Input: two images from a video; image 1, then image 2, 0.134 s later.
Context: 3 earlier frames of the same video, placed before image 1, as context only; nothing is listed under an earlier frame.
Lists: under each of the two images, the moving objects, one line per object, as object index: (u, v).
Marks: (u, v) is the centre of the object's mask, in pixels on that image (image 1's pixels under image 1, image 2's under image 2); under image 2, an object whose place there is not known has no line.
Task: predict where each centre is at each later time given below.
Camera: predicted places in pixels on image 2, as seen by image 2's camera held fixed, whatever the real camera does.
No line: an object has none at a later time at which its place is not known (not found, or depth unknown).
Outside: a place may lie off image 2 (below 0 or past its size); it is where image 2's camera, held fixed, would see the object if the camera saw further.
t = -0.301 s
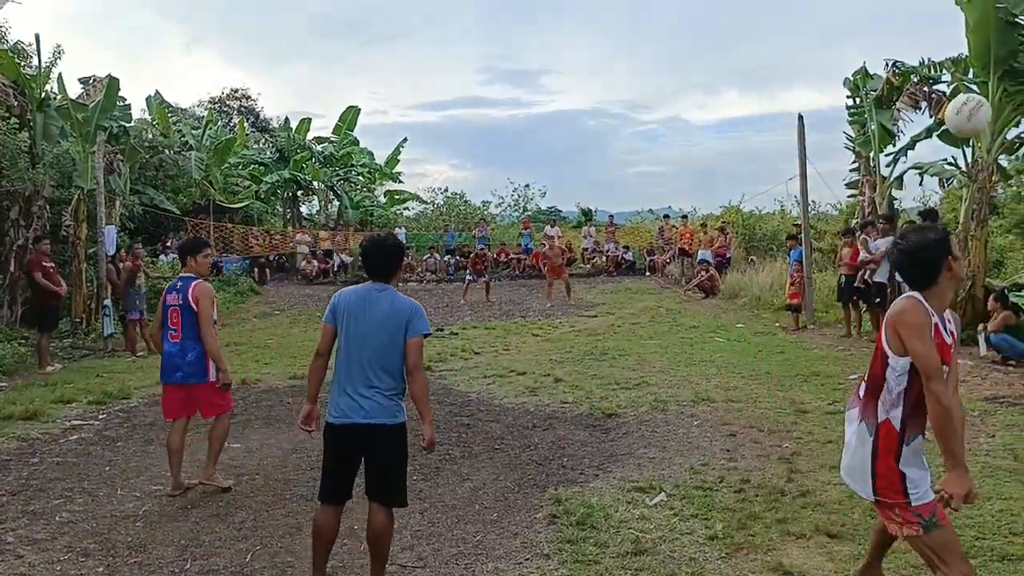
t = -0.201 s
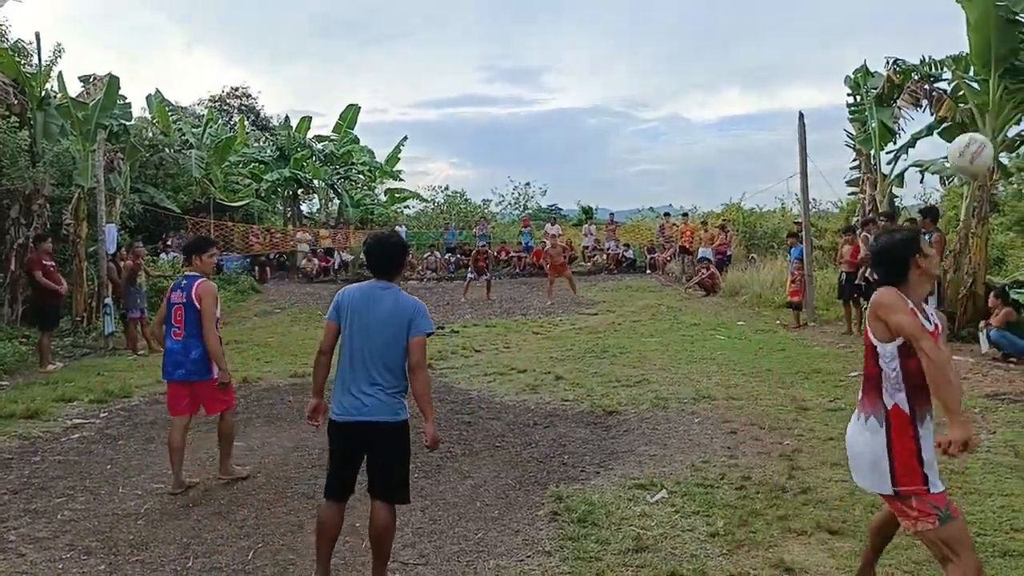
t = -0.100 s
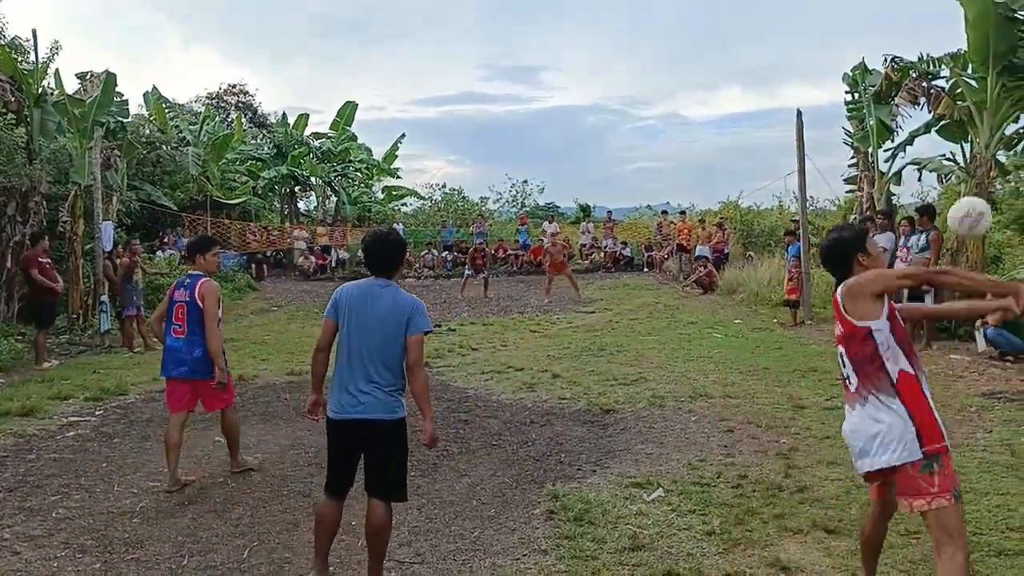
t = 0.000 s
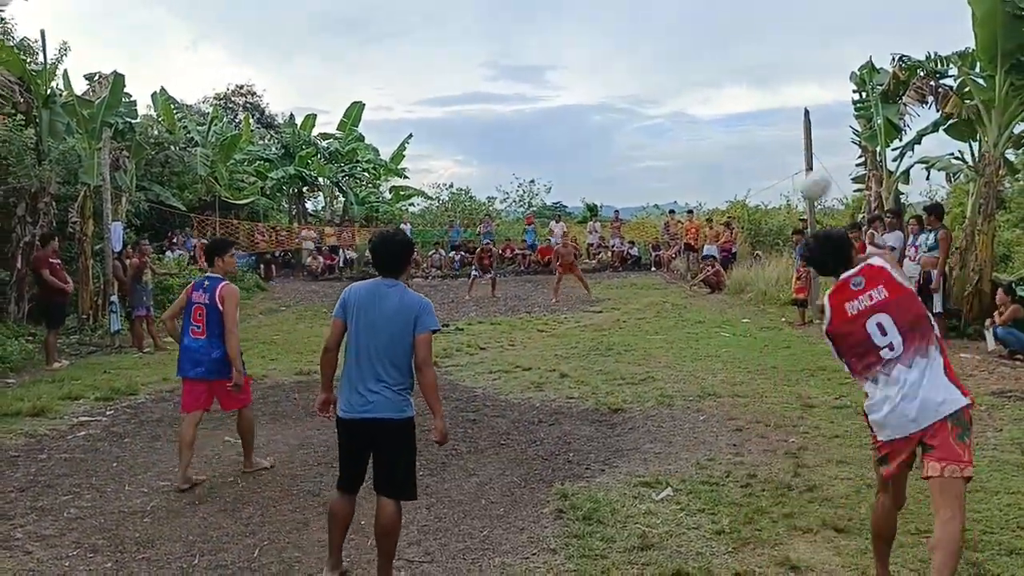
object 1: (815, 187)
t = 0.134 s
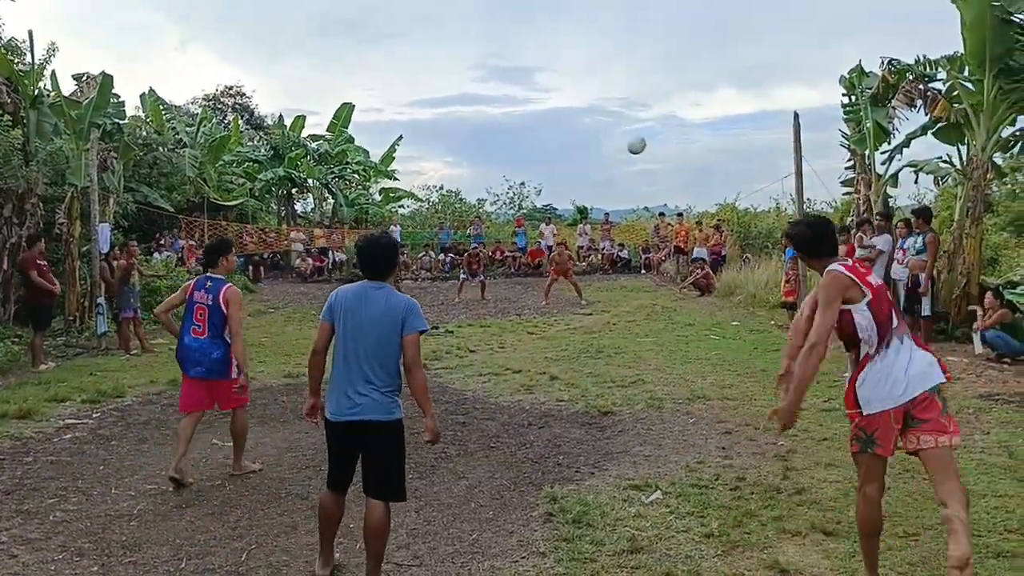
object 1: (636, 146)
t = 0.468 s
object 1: (497, 149)
